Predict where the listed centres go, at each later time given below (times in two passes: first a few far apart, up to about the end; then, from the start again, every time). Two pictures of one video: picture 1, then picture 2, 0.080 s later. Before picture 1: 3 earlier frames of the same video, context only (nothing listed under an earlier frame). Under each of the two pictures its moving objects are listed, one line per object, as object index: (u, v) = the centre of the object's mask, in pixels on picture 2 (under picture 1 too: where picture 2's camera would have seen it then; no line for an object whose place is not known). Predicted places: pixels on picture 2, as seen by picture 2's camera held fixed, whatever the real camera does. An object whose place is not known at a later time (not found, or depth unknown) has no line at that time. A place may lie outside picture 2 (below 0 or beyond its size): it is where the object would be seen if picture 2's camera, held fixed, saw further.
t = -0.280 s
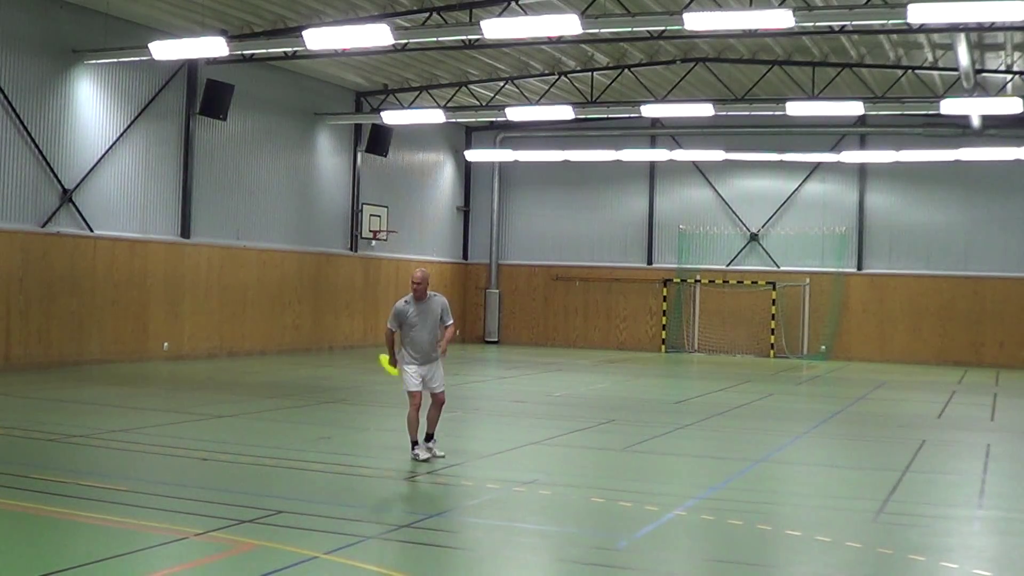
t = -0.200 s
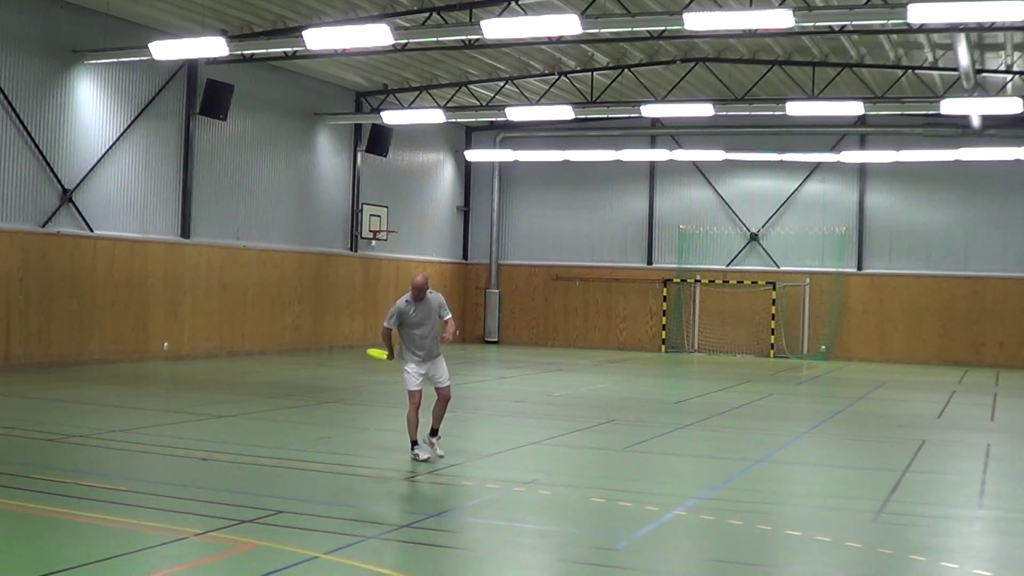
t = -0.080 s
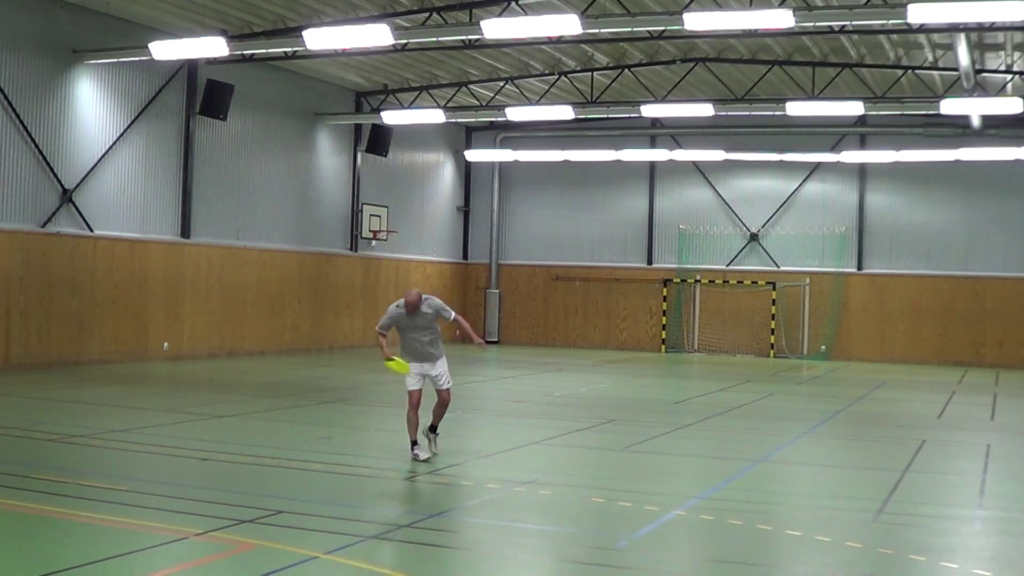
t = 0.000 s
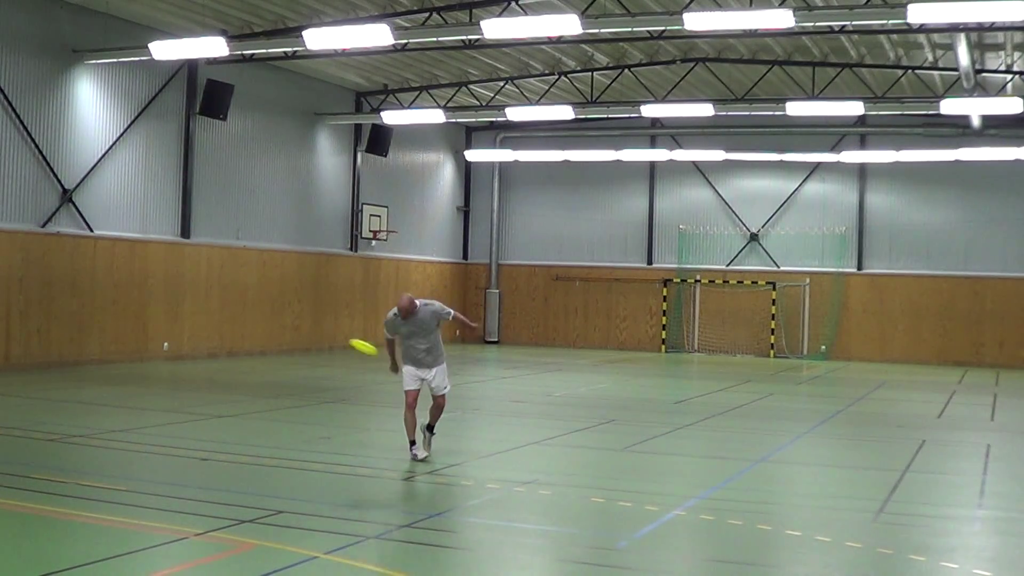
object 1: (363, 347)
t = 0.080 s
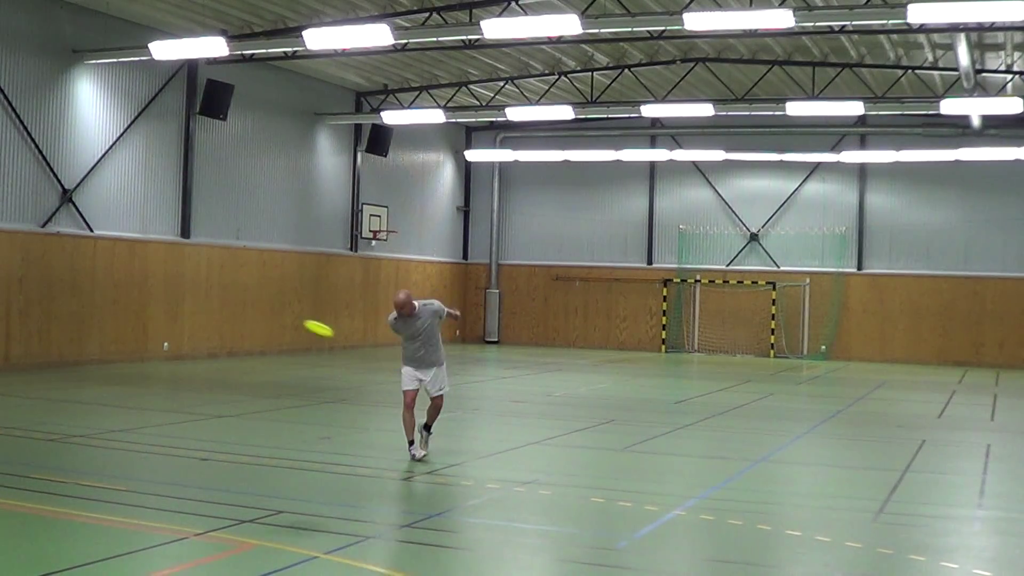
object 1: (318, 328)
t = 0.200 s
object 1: (251, 303)
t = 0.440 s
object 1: (116, 266)
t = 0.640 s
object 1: (11, 256)
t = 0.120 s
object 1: (296, 320)
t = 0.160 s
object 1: (274, 311)
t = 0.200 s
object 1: (251, 303)
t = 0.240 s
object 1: (228, 296)
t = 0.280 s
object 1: (206, 289)
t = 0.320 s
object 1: (183, 282)
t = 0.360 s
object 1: (161, 276)
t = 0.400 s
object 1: (138, 271)
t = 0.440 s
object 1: (116, 266)
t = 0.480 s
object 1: (93, 262)
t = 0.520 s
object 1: (72, 259)
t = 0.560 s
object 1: (50, 257)
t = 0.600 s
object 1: (28, 255)
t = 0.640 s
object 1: (11, 256)
